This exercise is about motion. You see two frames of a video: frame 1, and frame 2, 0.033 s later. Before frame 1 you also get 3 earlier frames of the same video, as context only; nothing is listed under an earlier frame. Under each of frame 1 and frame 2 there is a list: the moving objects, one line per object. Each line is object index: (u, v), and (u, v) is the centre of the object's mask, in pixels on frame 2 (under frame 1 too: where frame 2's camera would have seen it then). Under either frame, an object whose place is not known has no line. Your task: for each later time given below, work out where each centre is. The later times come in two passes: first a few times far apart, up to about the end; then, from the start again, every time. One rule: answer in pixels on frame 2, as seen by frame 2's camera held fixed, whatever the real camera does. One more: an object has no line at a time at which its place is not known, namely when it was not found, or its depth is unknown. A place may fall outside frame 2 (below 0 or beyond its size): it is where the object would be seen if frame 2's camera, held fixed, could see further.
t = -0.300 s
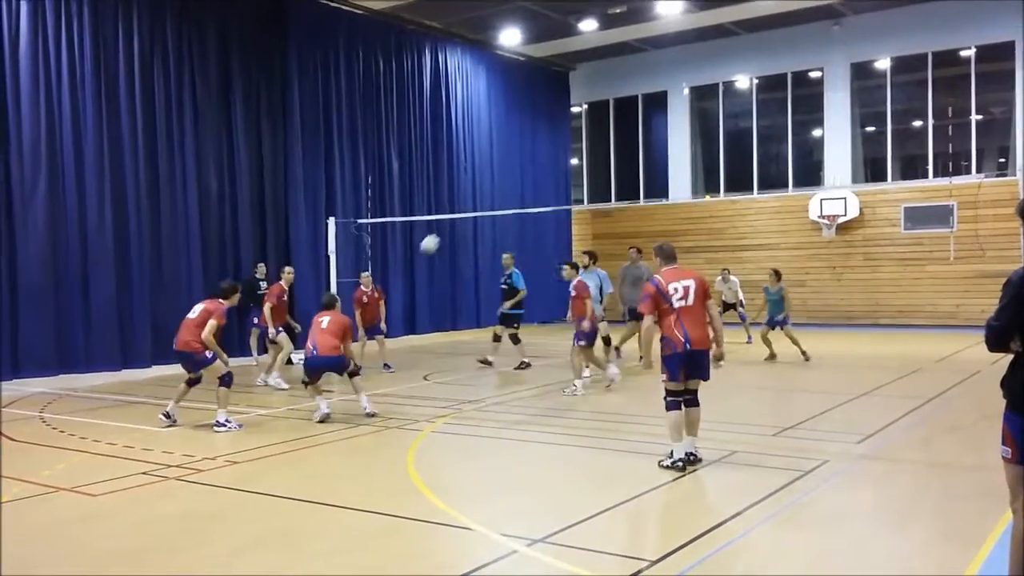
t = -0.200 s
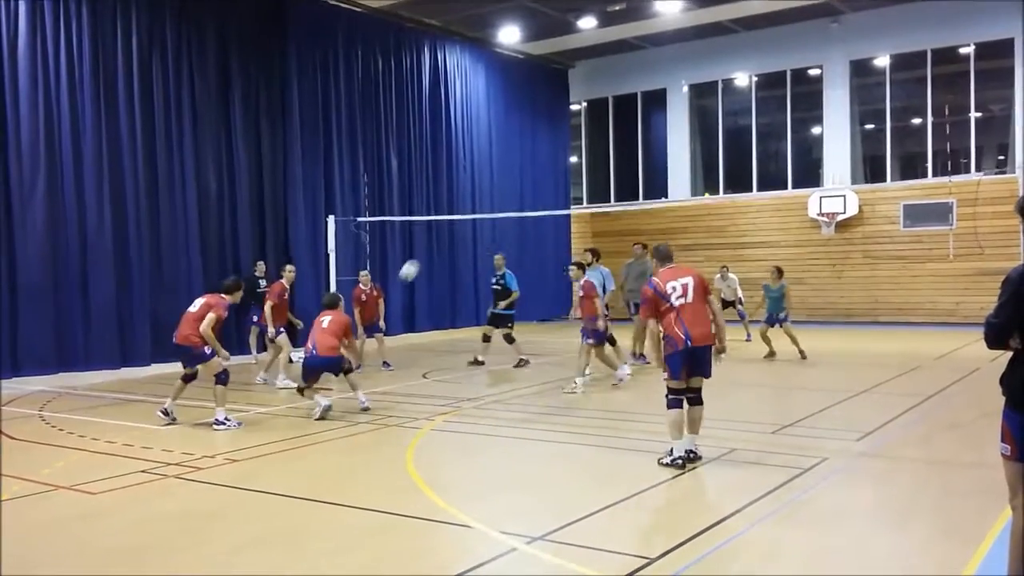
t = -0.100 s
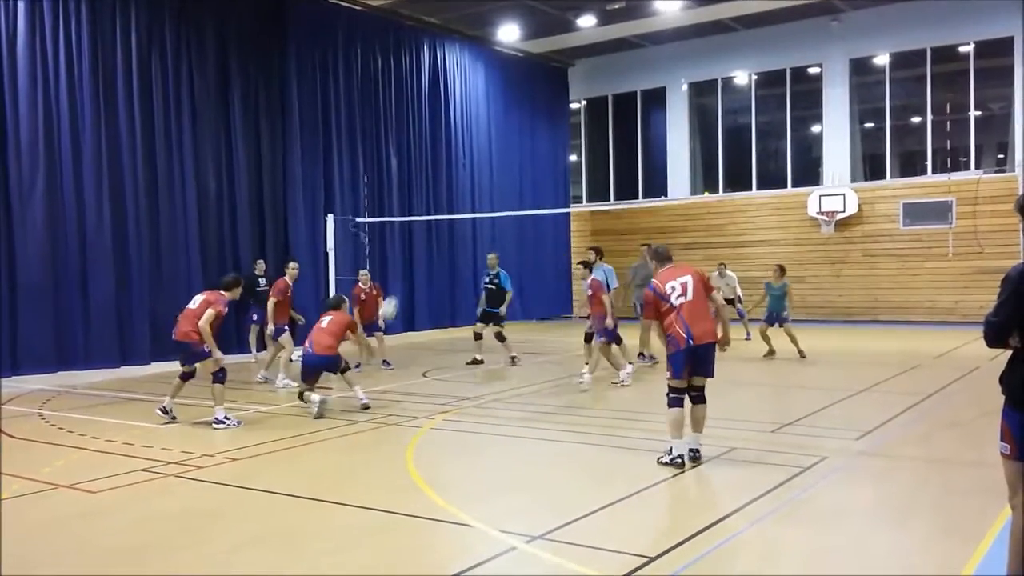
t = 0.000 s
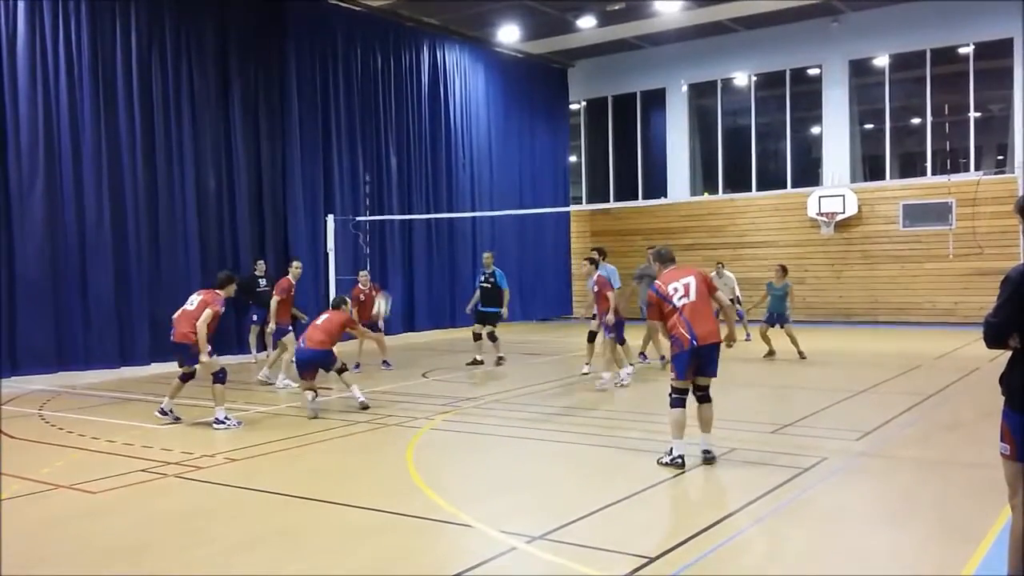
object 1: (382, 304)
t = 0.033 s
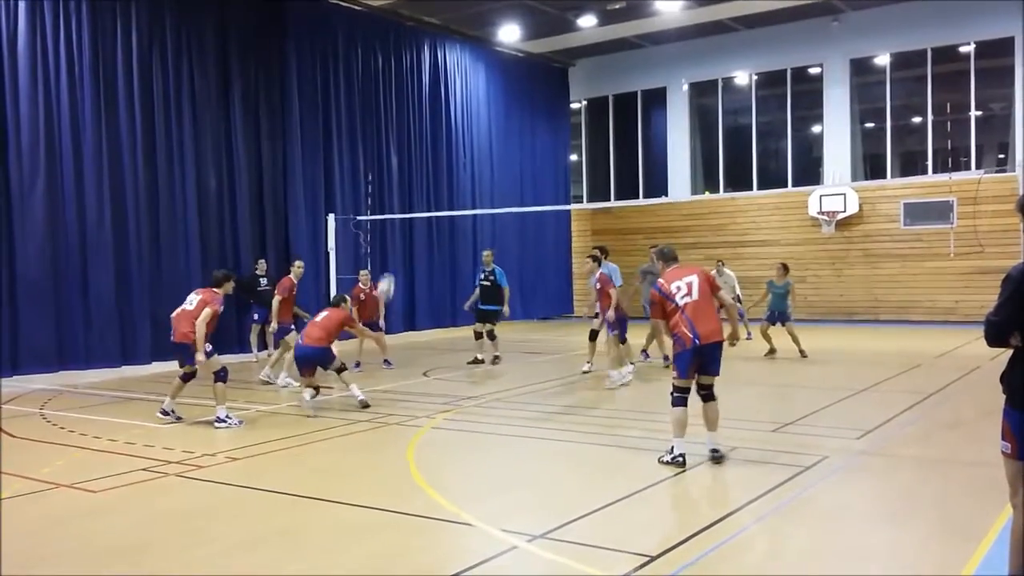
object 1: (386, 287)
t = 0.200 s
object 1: (401, 212)
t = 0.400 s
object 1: (421, 148)
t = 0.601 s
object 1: (442, 118)
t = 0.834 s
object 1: (469, 125)
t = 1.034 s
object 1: (494, 174)
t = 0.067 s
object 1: (388, 270)
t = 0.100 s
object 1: (392, 255)
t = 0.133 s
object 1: (395, 240)
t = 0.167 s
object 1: (398, 226)
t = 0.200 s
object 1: (401, 212)
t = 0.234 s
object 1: (404, 200)
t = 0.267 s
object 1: (408, 188)
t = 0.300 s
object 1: (411, 177)
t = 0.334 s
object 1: (414, 167)
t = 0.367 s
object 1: (417, 158)
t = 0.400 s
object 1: (421, 148)
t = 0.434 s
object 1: (424, 142)
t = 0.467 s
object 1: (428, 135)
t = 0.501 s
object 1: (431, 129)
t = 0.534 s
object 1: (435, 125)
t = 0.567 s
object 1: (438, 121)
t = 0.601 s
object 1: (442, 118)
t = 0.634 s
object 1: (446, 117)
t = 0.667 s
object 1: (449, 116)
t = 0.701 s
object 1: (453, 116)
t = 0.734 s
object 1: (457, 117)
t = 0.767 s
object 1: (461, 119)
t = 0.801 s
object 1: (465, 122)
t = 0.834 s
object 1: (469, 125)
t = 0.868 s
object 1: (473, 130)
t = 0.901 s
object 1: (477, 138)
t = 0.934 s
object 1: (482, 146)
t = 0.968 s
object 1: (486, 154)
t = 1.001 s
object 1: (490, 163)
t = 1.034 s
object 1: (494, 174)
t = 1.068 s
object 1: (499, 186)
